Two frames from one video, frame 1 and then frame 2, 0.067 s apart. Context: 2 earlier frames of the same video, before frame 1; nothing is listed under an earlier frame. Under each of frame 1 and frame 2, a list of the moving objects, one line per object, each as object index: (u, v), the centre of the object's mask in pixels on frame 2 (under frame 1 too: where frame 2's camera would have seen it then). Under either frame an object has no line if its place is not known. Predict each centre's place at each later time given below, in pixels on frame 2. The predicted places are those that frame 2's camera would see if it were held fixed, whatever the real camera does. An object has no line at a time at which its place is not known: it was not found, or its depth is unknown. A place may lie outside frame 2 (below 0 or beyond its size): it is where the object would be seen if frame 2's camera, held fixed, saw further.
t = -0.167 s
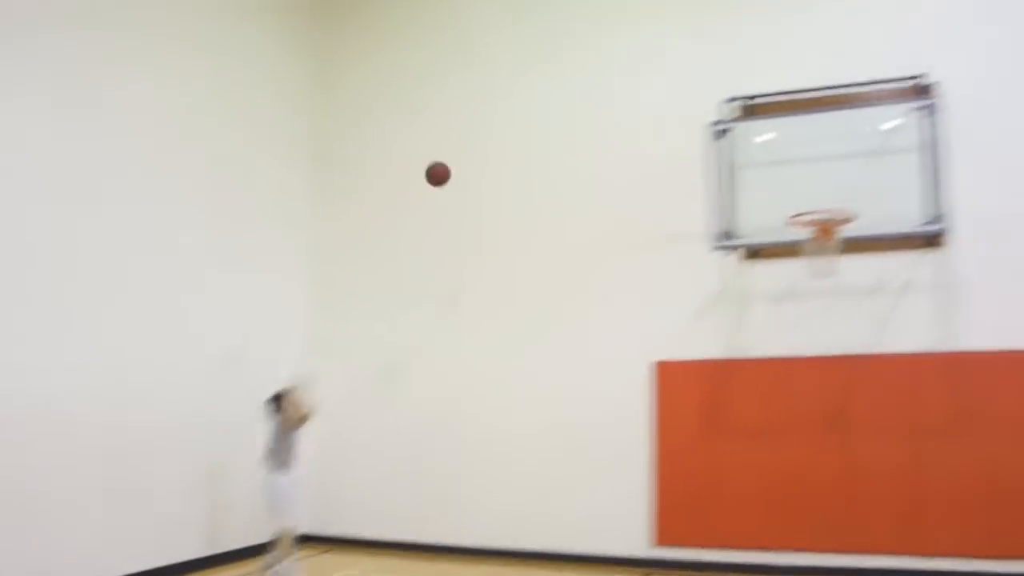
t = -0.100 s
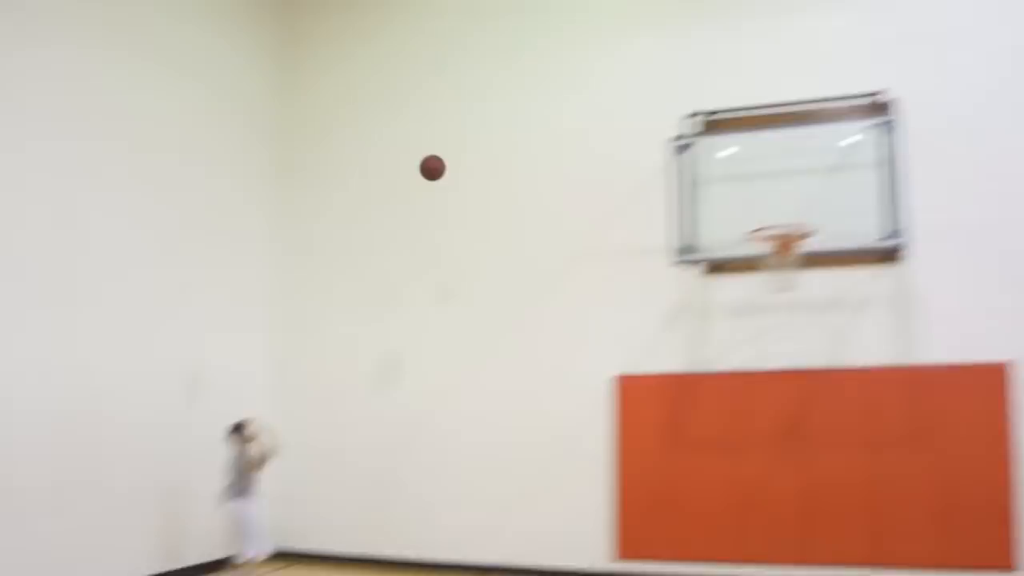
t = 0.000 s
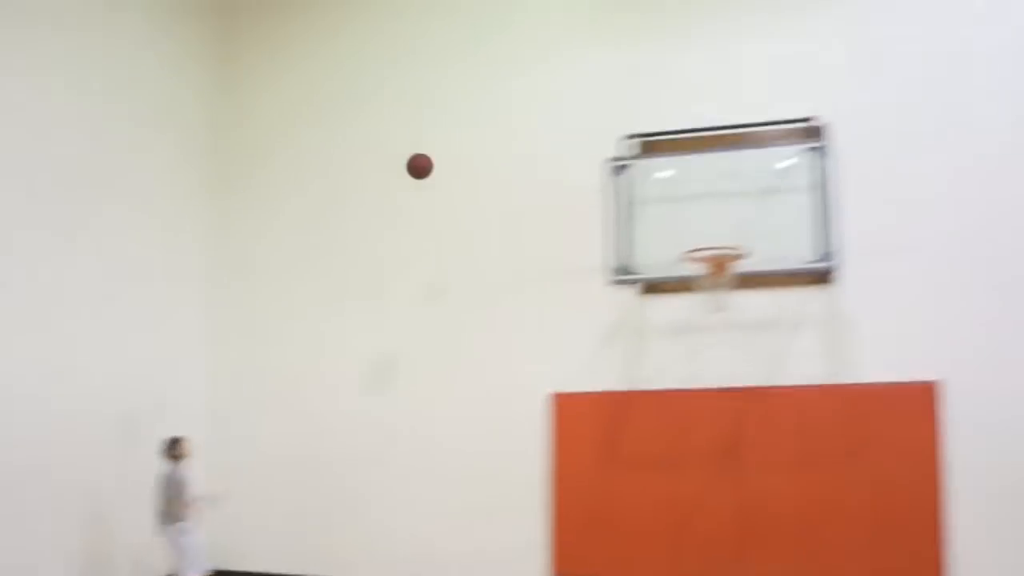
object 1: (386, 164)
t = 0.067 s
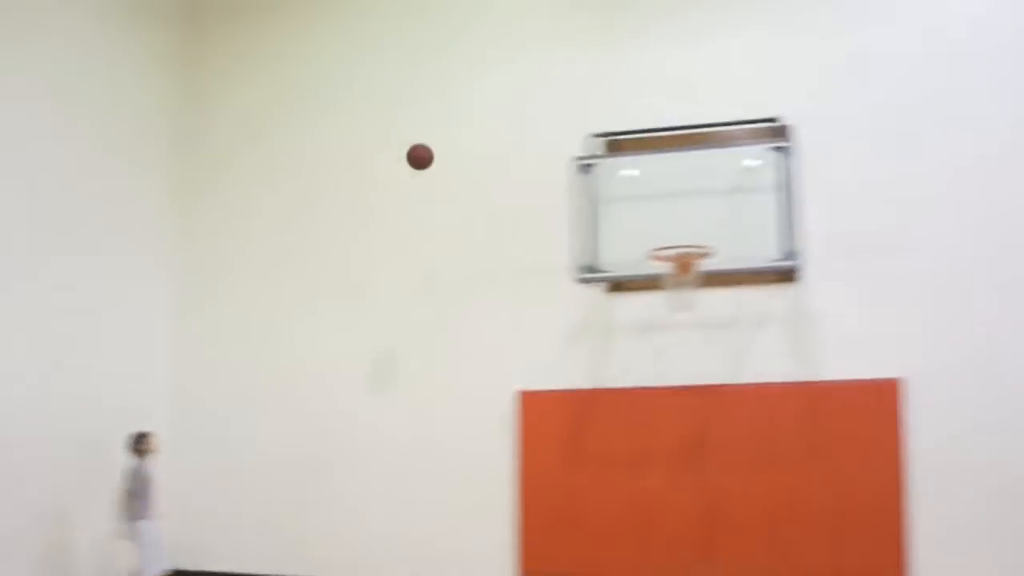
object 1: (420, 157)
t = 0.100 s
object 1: (438, 154)
